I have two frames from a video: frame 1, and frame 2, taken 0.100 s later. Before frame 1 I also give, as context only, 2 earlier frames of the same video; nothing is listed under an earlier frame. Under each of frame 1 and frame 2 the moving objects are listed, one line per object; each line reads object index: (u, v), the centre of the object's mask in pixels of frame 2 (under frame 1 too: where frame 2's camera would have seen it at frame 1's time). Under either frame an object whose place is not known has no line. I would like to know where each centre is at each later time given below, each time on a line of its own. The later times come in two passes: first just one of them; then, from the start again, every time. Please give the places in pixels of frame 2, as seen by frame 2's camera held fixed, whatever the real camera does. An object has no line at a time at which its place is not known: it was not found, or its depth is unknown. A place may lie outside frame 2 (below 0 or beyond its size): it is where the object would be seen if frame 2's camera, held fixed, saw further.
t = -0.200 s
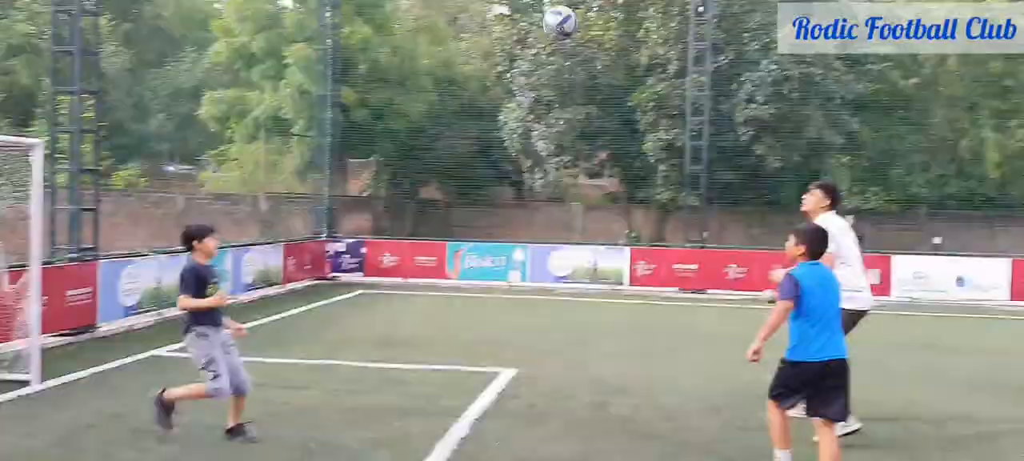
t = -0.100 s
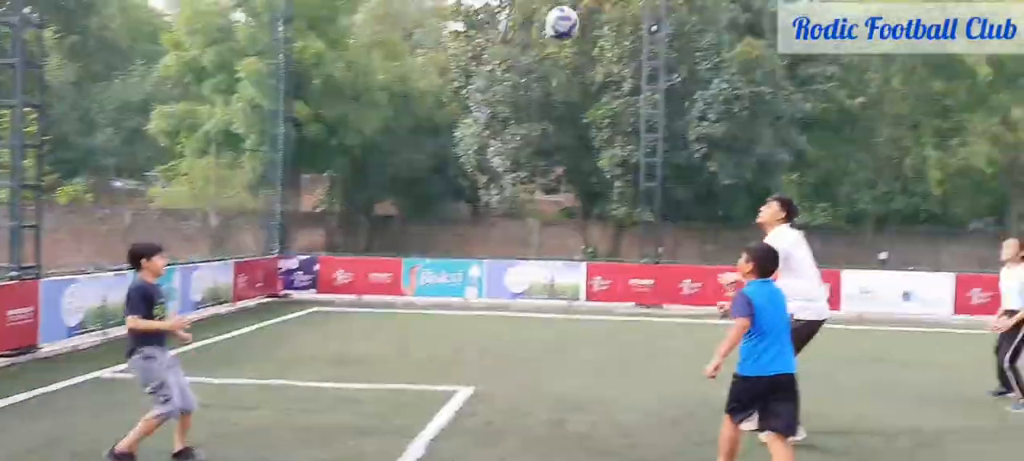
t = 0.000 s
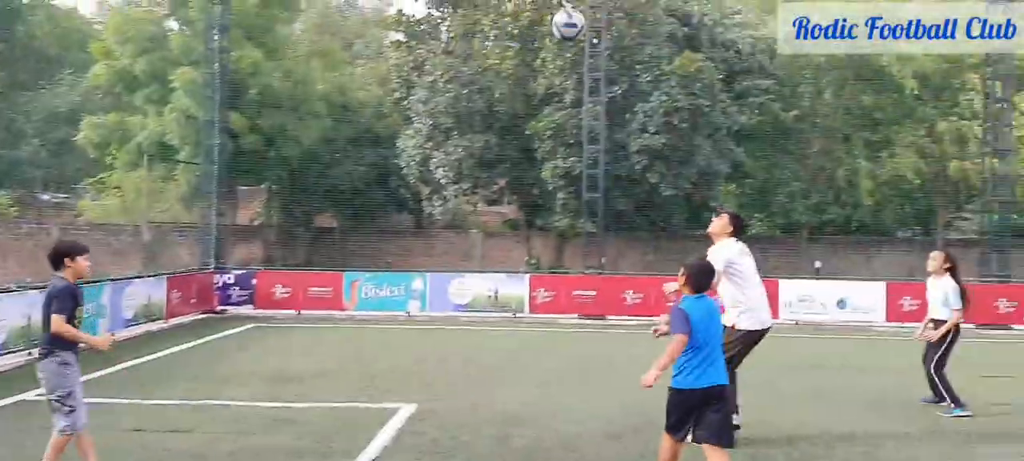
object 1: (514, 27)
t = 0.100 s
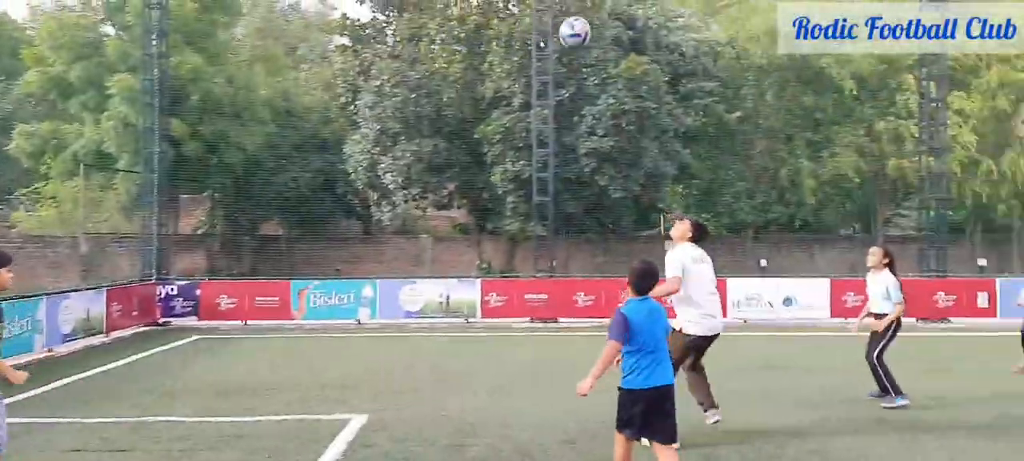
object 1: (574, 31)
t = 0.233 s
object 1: (648, 57)
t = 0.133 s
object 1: (593, 36)
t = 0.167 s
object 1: (612, 42)
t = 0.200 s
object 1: (630, 49)
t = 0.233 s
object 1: (648, 57)
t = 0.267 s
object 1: (665, 66)
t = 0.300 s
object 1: (681, 78)
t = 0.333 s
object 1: (699, 88)
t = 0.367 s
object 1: (715, 102)
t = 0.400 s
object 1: (730, 117)
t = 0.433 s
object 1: (746, 132)
